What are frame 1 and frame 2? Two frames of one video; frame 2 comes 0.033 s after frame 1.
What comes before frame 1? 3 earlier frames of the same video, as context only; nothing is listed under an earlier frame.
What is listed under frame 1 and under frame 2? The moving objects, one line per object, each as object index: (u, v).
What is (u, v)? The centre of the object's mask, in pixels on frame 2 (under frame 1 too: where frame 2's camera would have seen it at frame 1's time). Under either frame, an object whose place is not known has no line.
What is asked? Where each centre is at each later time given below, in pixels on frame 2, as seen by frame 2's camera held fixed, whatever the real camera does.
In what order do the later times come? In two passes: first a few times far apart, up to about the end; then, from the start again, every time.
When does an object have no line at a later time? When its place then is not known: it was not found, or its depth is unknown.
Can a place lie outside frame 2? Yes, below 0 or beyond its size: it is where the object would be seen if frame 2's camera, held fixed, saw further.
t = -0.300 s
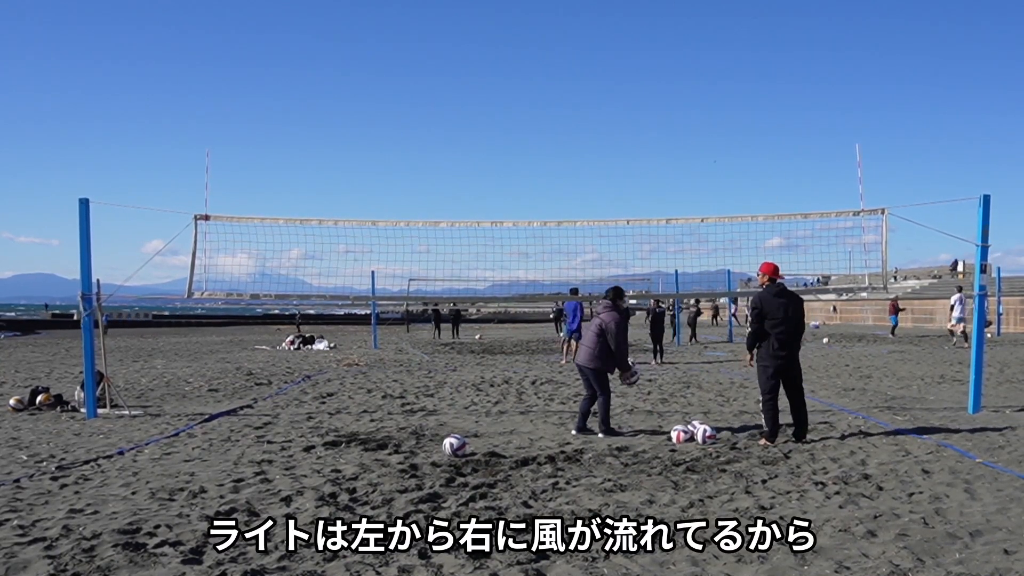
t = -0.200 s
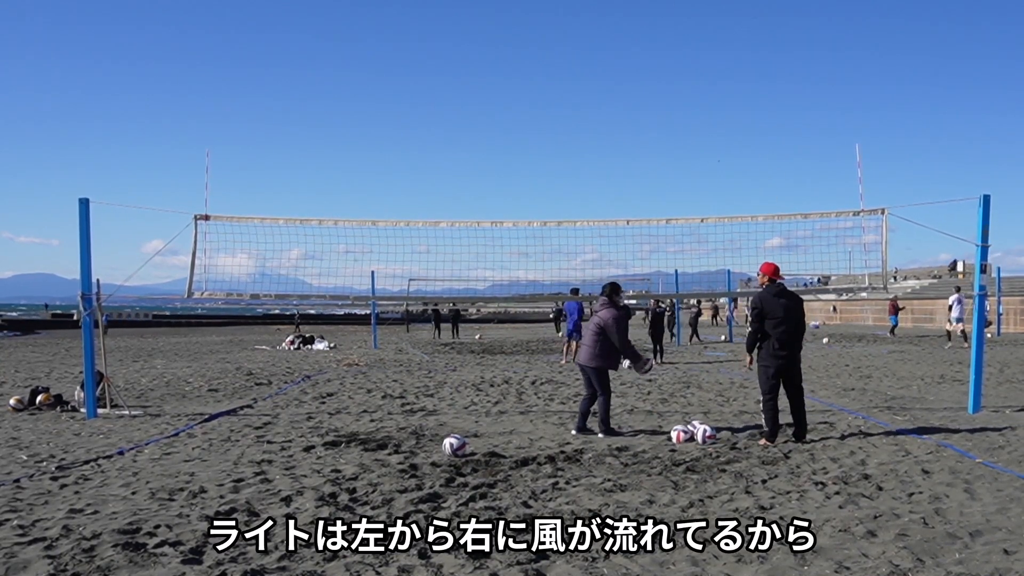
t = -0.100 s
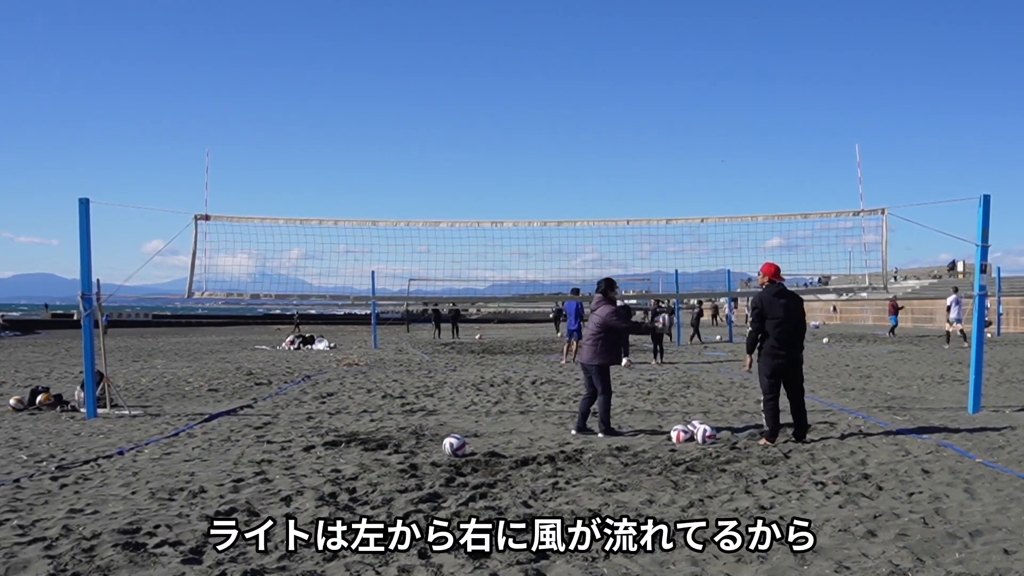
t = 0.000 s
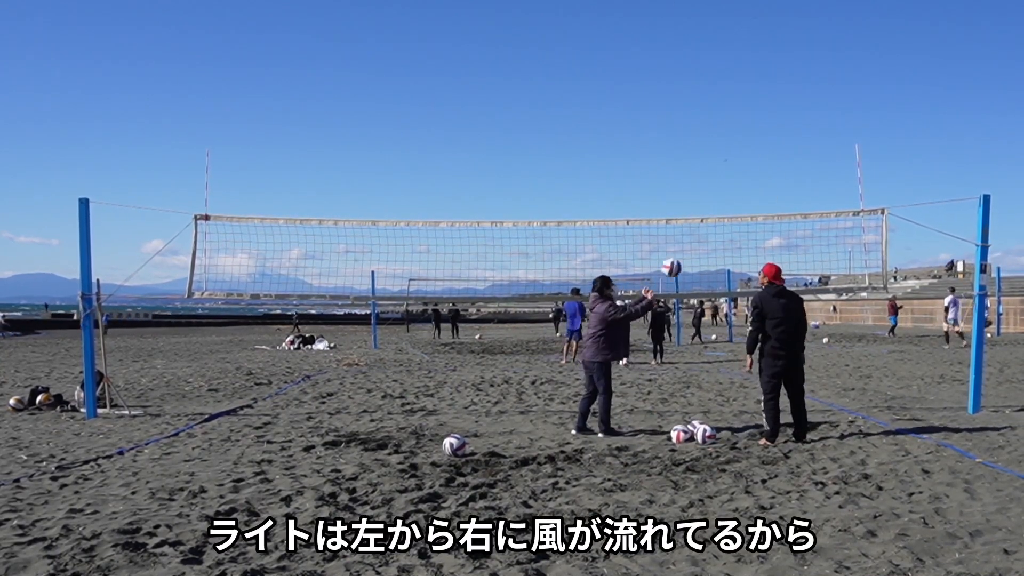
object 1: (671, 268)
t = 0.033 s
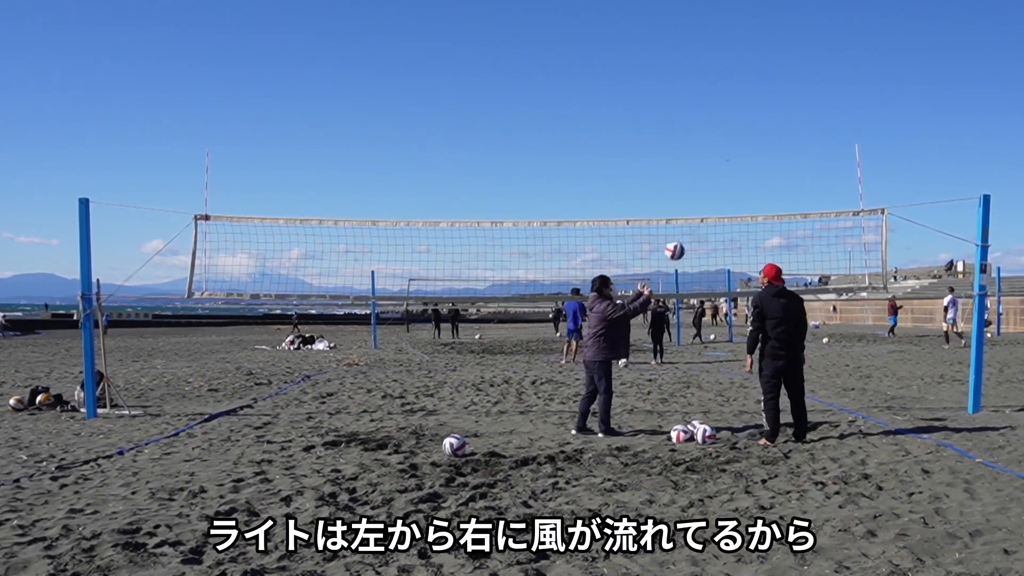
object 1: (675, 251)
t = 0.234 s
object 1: (694, 174)
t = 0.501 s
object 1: (725, 130)
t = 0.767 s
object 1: (766, 148)
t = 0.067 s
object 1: (677, 235)
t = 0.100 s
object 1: (681, 221)
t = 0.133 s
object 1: (684, 207)
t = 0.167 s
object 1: (687, 195)
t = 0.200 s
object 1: (691, 184)
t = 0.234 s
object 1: (694, 174)
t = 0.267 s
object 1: (697, 164)
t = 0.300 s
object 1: (701, 156)
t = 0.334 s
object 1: (705, 149)
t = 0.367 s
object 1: (708, 144)
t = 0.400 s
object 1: (712, 139)
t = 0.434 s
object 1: (716, 135)
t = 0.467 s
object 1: (720, 132)
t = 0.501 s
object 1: (725, 130)
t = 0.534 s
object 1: (729, 129)
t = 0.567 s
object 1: (734, 129)
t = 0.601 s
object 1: (739, 129)
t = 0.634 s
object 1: (744, 131)
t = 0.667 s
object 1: (749, 134)
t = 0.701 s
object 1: (755, 138)
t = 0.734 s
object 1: (761, 142)
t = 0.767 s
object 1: (766, 148)
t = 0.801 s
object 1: (772, 154)
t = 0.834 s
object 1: (778, 162)
